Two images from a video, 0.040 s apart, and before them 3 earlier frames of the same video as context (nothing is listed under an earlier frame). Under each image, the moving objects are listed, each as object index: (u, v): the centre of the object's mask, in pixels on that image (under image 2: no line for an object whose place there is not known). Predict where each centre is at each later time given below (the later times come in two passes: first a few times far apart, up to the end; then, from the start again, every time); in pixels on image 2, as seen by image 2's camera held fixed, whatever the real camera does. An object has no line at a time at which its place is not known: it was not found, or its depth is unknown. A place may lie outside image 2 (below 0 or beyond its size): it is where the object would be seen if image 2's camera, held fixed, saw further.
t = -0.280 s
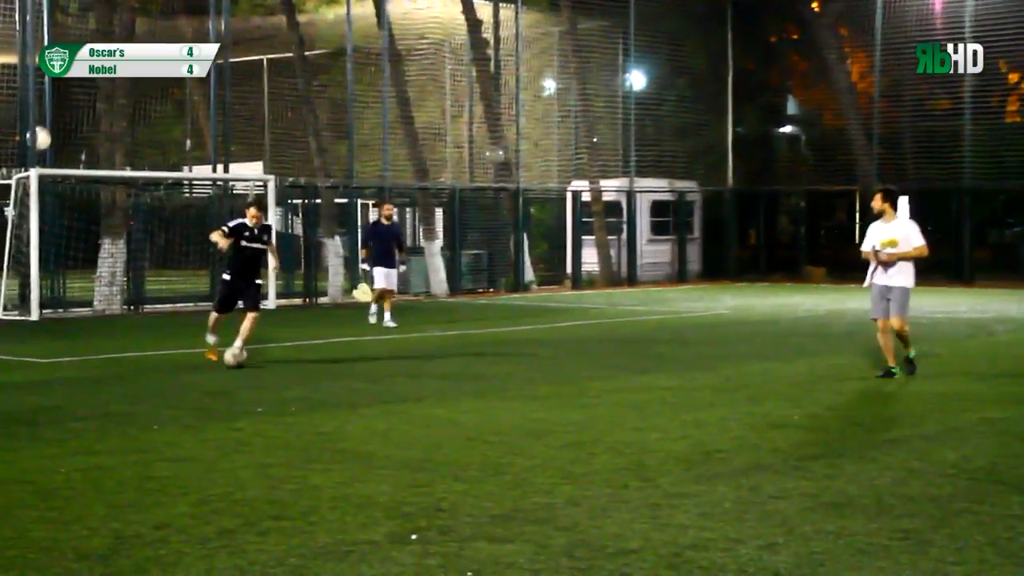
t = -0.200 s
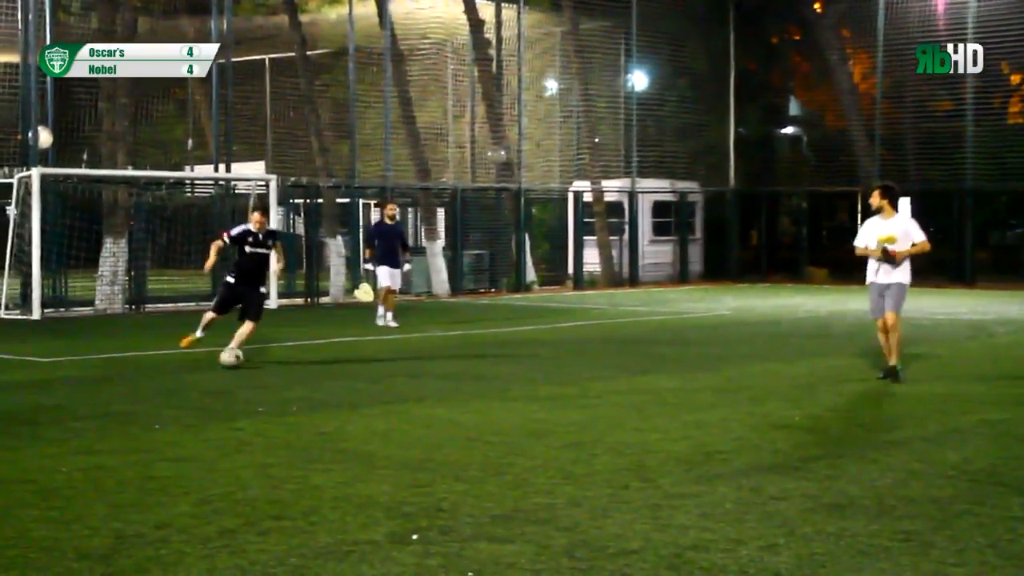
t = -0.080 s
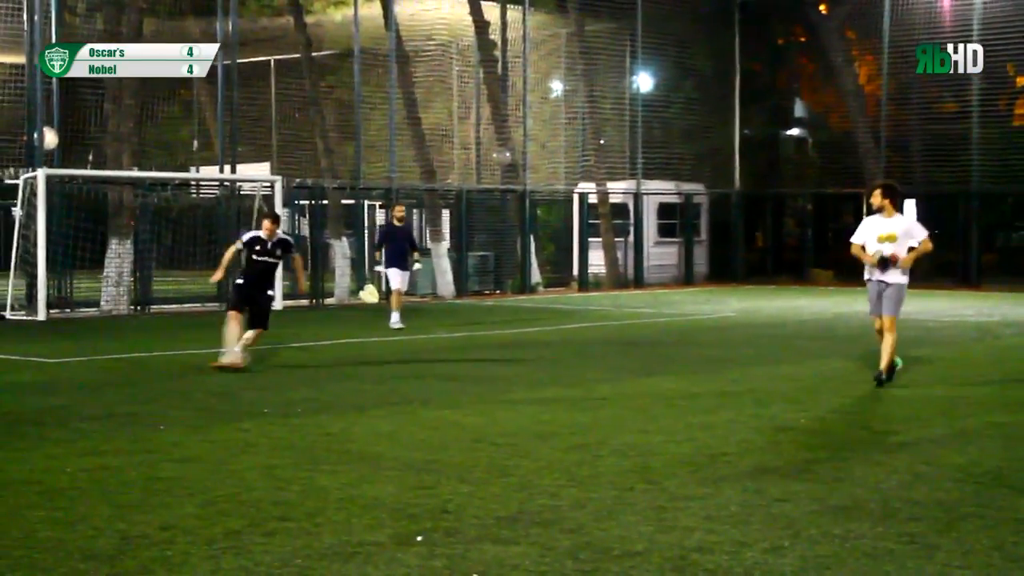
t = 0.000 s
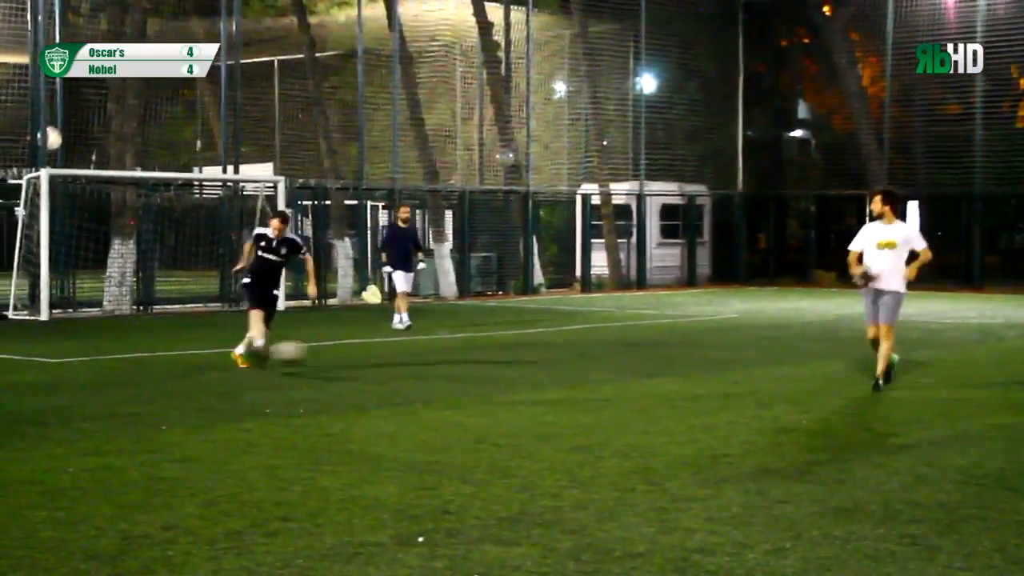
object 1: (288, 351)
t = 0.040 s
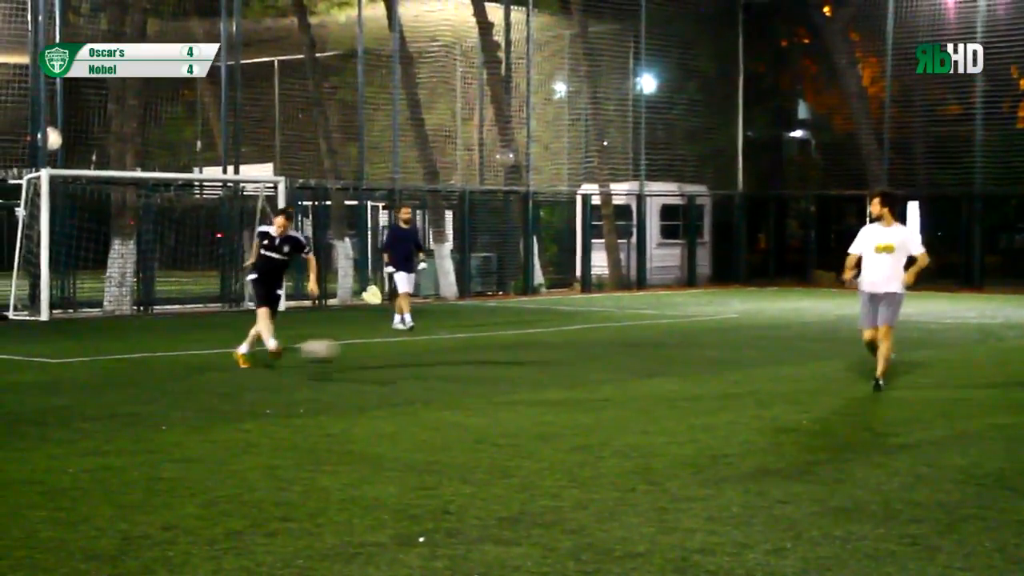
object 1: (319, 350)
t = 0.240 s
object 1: (493, 366)
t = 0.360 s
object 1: (627, 407)
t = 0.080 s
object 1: (349, 349)
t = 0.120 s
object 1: (380, 349)
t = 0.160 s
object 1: (415, 353)
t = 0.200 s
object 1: (455, 359)
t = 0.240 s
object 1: (493, 366)
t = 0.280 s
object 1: (536, 378)
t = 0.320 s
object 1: (581, 391)
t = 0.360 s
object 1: (627, 407)
